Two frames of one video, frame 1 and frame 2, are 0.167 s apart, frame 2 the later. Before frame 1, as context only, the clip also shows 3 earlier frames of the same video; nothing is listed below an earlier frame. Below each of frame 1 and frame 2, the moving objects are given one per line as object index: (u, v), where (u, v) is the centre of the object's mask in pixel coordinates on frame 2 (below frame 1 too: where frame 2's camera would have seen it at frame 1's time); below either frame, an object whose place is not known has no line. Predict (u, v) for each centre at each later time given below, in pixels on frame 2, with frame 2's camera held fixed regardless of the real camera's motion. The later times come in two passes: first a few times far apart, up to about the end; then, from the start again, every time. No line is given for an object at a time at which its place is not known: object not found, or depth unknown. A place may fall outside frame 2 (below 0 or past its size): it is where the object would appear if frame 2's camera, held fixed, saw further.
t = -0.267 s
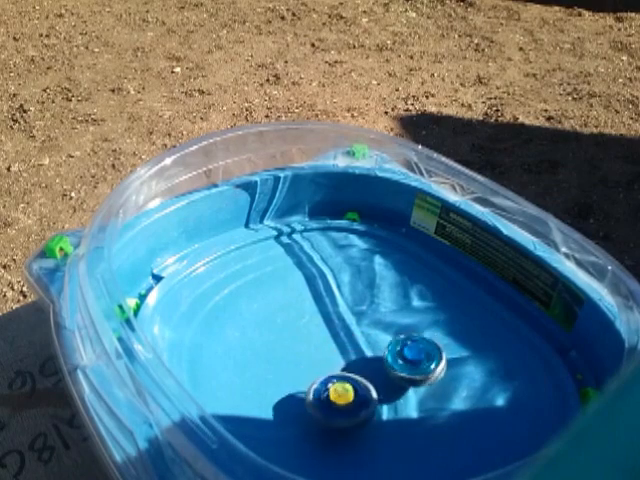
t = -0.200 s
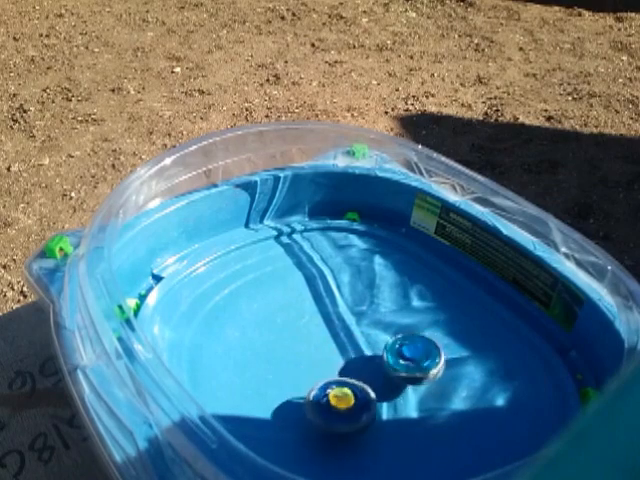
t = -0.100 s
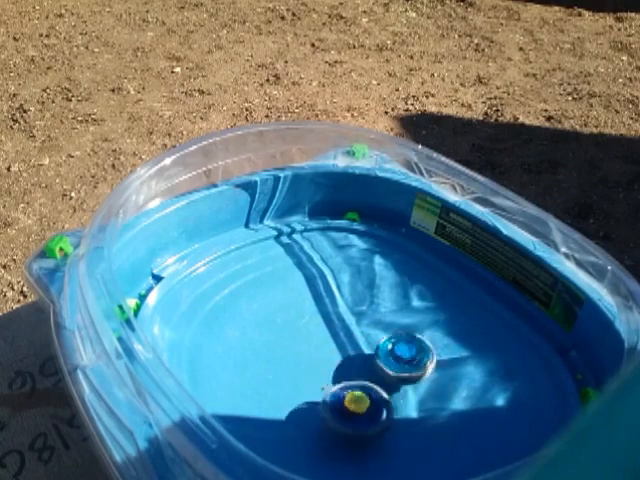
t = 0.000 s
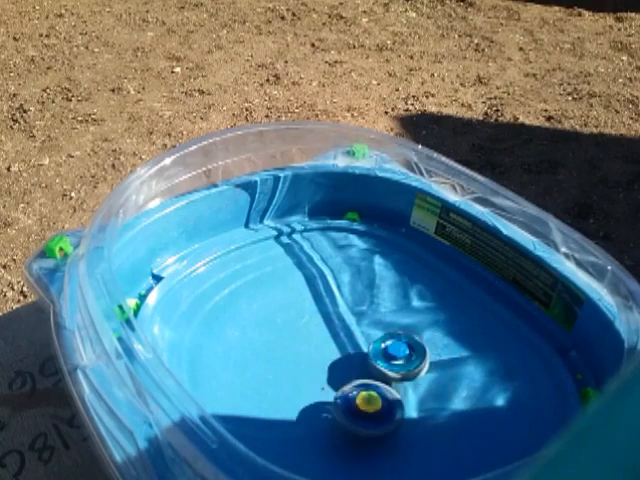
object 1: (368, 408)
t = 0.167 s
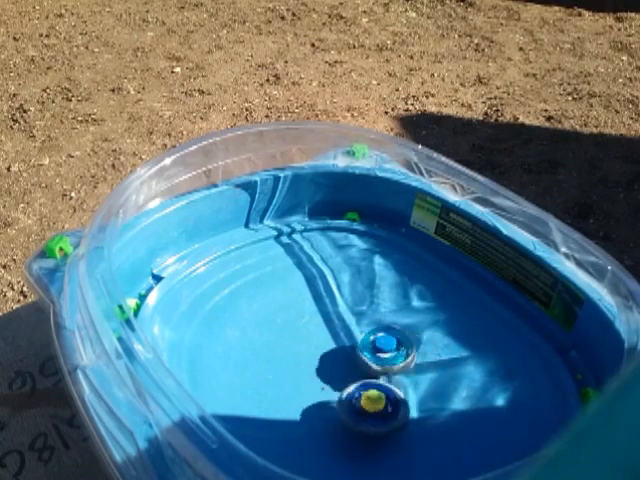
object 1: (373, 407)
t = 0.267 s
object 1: (370, 399)
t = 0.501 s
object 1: (356, 399)
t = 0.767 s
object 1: (358, 401)
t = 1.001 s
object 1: (372, 392)
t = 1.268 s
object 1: (414, 397)
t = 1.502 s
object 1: (400, 358)
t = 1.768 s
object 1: (379, 346)
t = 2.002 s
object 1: (371, 343)
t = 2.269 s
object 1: (376, 325)
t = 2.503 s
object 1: (371, 309)
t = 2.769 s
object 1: (338, 304)
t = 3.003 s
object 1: (343, 350)
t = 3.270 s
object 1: (368, 360)
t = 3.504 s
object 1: (367, 352)
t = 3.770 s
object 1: (338, 343)
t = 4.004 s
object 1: (327, 355)
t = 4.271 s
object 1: (318, 370)
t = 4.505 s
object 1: (321, 377)
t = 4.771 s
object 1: (323, 375)
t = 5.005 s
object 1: (325, 364)
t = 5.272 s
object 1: (324, 366)
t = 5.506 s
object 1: (305, 387)
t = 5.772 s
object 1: (355, 372)
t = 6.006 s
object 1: (338, 359)
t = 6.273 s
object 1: (327, 365)
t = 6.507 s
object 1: (301, 378)
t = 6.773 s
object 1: (334, 381)
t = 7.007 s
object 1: (332, 362)
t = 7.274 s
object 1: (324, 348)
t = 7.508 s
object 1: (316, 342)
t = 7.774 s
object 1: (324, 336)
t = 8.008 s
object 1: (330, 327)
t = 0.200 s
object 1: (374, 403)
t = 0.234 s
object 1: (373, 400)
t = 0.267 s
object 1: (370, 399)
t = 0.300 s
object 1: (365, 402)
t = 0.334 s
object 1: (361, 402)
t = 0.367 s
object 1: (360, 403)
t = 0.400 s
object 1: (359, 402)
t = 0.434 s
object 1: (358, 401)
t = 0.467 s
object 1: (358, 400)
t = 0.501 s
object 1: (356, 399)
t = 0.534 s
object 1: (355, 399)
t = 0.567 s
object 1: (354, 402)
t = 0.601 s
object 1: (354, 404)
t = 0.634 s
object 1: (354, 405)
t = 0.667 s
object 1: (355, 405)
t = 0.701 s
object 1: (356, 404)
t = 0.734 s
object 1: (356, 403)
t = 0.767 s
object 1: (358, 401)
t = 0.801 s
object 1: (360, 406)
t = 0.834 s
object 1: (365, 407)
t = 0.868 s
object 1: (367, 405)
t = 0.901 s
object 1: (368, 403)
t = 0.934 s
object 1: (370, 399)
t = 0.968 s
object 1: (372, 395)
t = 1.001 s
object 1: (372, 392)
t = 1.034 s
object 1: (374, 391)
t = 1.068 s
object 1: (374, 389)
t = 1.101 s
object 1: (373, 384)
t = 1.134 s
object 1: (384, 389)
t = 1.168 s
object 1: (400, 397)
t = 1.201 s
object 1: (409, 399)
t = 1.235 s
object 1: (413, 400)
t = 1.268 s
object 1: (414, 397)
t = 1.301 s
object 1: (416, 394)
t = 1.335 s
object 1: (417, 388)
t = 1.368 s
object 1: (416, 381)
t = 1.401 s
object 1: (415, 374)
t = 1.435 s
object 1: (412, 367)
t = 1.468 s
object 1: (406, 363)
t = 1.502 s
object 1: (400, 358)
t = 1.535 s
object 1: (393, 353)
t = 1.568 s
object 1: (385, 351)
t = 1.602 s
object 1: (377, 350)
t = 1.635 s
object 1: (369, 348)
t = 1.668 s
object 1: (377, 348)
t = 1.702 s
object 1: (382, 347)
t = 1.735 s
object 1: (381, 346)
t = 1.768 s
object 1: (379, 346)
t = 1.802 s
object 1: (375, 345)
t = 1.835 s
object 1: (369, 346)
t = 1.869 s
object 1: (373, 344)
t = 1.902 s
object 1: (375, 343)
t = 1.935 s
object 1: (375, 342)
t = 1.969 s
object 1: (373, 342)
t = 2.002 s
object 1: (371, 343)
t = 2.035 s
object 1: (373, 341)
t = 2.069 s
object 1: (380, 335)
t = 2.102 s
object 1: (384, 331)
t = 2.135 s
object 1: (384, 329)
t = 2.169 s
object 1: (384, 327)
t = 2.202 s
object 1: (381, 326)
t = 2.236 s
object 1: (379, 325)
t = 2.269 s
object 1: (376, 325)
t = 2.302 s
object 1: (372, 326)
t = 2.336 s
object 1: (369, 328)
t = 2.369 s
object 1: (366, 331)
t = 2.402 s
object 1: (365, 334)
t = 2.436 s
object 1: (365, 337)
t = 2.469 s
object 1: (368, 321)
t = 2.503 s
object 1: (371, 309)
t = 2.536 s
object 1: (371, 302)
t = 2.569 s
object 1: (369, 298)
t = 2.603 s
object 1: (364, 297)
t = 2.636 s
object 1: (358, 295)
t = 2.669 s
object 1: (352, 296)
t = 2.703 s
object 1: (346, 298)
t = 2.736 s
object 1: (342, 301)
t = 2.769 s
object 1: (338, 304)
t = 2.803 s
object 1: (335, 308)
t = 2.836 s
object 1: (334, 313)
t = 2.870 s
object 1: (333, 320)
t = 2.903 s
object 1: (333, 327)
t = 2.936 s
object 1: (335, 335)
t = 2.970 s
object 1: (337, 343)
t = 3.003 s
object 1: (343, 350)
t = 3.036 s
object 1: (349, 357)
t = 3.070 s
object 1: (356, 363)
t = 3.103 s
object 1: (357, 363)
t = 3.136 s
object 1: (360, 361)
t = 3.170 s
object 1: (364, 362)
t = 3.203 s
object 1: (365, 361)
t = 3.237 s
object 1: (367, 360)
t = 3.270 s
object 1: (368, 360)
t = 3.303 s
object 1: (369, 358)
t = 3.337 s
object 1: (370, 358)
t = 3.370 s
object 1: (370, 356)
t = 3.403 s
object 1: (369, 354)
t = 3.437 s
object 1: (369, 354)
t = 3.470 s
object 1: (368, 354)
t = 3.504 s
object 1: (367, 352)
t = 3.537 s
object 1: (366, 352)
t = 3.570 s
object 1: (364, 351)
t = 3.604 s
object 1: (362, 349)
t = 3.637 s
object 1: (356, 345)
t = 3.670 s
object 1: (352, 343)
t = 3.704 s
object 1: (348, 342)
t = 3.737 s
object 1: (343, 342)
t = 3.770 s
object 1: (338, 343)
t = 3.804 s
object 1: (335, 344)
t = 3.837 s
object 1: (333, 346)
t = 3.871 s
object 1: (331, 348)
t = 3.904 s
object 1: (330, 351)
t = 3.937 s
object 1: (330, 354)
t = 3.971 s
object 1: (329, 355)
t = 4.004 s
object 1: (327, 355)
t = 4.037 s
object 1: (319, 351)
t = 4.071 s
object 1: (314, 351)
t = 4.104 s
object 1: (311, 353)
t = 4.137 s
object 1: (310, 356)
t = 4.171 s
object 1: (311, 359)
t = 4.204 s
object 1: (313, 363)
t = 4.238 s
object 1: (315, 366)
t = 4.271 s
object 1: (318, 370)
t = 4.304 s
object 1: (310, 367)
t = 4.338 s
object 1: (307, 368)
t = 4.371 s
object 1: (306, 370)
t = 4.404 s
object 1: (309, 372)
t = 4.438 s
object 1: (311, 373)
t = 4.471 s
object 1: (316, 375)
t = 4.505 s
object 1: (321, 377)
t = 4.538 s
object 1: (323, 377)
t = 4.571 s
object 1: (323, 377)
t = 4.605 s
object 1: (324, 377)
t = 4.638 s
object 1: (328, 376)
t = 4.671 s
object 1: (324, 376)
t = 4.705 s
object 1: (322, 376)
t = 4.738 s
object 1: (322, 376)
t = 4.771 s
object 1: (323, 375)
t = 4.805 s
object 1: (325, 374)
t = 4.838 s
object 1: (327, 373)
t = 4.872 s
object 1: (329, 372)
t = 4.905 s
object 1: (331, 371)
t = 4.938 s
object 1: (329, 367)
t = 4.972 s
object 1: (328, 365)
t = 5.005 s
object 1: (325, 364)
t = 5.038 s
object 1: (322, 363)
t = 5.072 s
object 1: (321, 362)
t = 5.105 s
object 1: (319, 362)
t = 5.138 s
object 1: (318, 362)
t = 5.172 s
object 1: (318, 363)
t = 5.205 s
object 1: (320, 365)
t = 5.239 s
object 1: (322, 366)
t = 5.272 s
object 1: (324, 366)
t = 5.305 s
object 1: (308, 367)
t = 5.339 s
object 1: (299, 369)
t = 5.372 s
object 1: (296, 372)
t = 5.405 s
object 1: (295, 376)
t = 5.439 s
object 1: (297, 381)
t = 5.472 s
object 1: (300, 384)
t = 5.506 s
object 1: (305, 387)
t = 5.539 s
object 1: (312, 388)
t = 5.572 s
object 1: (319, 388)
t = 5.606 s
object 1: (326, 388)
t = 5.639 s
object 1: (333, 386)
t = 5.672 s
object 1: (340, 384)
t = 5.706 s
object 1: (347, 381)
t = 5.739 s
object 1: (352, 376)
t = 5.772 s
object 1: (355, 372)
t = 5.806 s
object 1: (350, 371)
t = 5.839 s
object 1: (349, 369)
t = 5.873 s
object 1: (348, 367)
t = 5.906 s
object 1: (348, 365)
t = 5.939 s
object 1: (346, 363)
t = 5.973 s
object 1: (343, 361)
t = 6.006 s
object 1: (338, 359)
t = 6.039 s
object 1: (334, 359)
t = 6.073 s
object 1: (331, 359)
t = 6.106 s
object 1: (329, 359)
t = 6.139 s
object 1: (327, 360)
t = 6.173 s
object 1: (325, 361)
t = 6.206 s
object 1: (325, 362)
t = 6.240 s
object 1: (325, 364)
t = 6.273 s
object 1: (327, 365)
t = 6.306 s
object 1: (327, 366)
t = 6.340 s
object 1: (327, 367)
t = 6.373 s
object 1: (314, 367)
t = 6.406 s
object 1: (305, 369)
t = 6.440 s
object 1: (302, 372)
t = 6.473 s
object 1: (300, 375)
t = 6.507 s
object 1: (301, 378)
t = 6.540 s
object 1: (303, 381)
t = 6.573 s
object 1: (306, 385)
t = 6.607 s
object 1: (311, 386)
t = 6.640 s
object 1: (316, 386)
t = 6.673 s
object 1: (323, 387)
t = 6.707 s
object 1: (330, 386)
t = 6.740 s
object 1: (334, 384)
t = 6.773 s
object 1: (334, 381)
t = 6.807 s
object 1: (337, 379)
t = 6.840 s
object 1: (338, 377)
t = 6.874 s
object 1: (336, 373)
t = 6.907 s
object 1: (335, 371)
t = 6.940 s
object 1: (334, 368)
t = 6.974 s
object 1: (333, 365)
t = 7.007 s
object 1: (332, 362)
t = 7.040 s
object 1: (330, 360)
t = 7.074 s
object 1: (329, 358)
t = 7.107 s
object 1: (328, 357)
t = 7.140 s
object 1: (328, 355)
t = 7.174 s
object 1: (327, 353)
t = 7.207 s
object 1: (326, 351)
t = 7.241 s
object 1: (325, 350)
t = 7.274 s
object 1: (324, 348)
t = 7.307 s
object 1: (323, 346)
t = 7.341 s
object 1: (321, 343)
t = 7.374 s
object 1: (318, 342)
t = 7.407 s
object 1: (317, 341)
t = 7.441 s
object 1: (316, 341)
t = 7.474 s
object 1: (316, 341)
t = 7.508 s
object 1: (316, 342)
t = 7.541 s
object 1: (317, 344)
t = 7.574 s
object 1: (319, 343)
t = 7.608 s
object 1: (320, 342)
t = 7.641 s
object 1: (319, 339)
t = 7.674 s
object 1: (320, 338)
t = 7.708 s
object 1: (321, 337)
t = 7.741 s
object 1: (323, 336)
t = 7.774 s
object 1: (324, 336)
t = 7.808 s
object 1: (326, 336)
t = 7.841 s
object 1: (328, 337)
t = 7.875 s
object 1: (329, 333)
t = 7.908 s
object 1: (329, 331)
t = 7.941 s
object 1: (329, 329)
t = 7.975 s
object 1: (330, 327)
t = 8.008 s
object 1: (330, 327)
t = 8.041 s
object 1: (332, 327)
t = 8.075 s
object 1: (334, 327)
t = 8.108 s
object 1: (336, 327)
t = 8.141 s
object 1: (338, 328)
